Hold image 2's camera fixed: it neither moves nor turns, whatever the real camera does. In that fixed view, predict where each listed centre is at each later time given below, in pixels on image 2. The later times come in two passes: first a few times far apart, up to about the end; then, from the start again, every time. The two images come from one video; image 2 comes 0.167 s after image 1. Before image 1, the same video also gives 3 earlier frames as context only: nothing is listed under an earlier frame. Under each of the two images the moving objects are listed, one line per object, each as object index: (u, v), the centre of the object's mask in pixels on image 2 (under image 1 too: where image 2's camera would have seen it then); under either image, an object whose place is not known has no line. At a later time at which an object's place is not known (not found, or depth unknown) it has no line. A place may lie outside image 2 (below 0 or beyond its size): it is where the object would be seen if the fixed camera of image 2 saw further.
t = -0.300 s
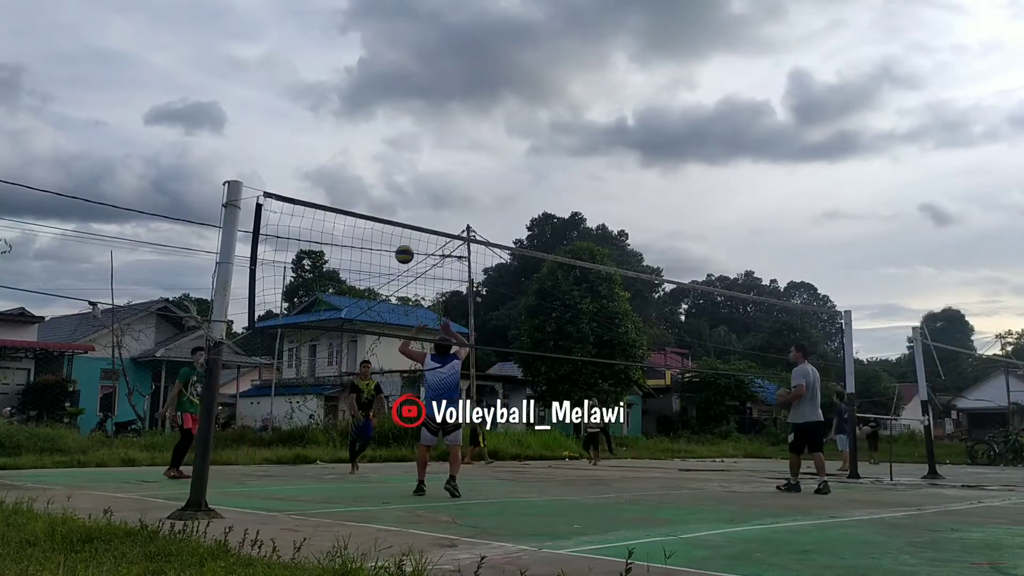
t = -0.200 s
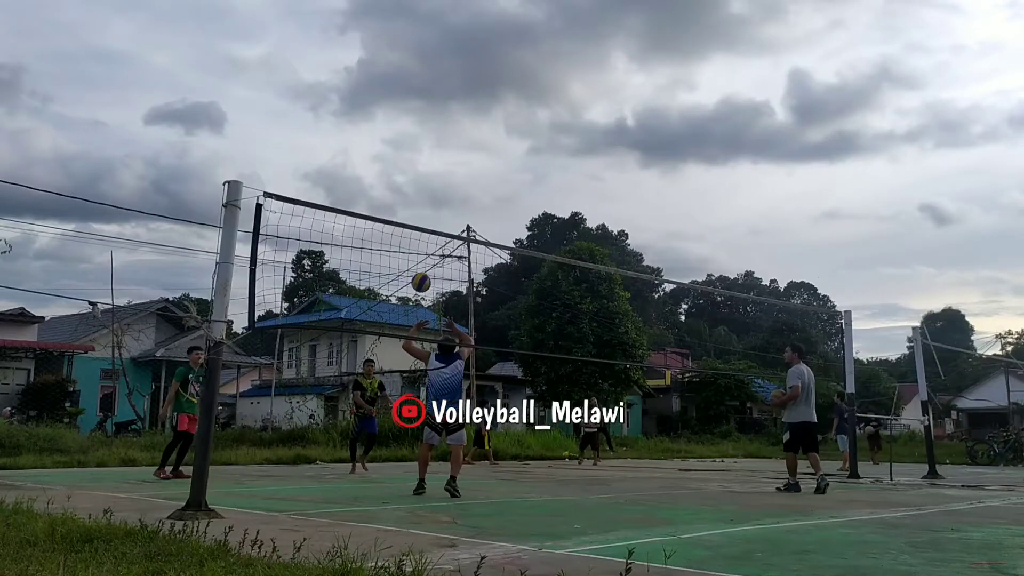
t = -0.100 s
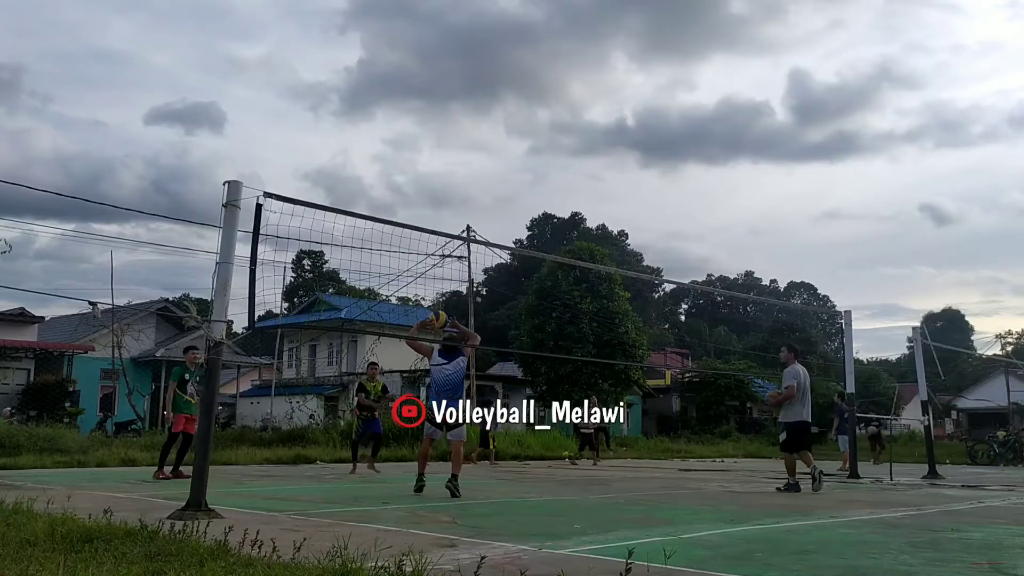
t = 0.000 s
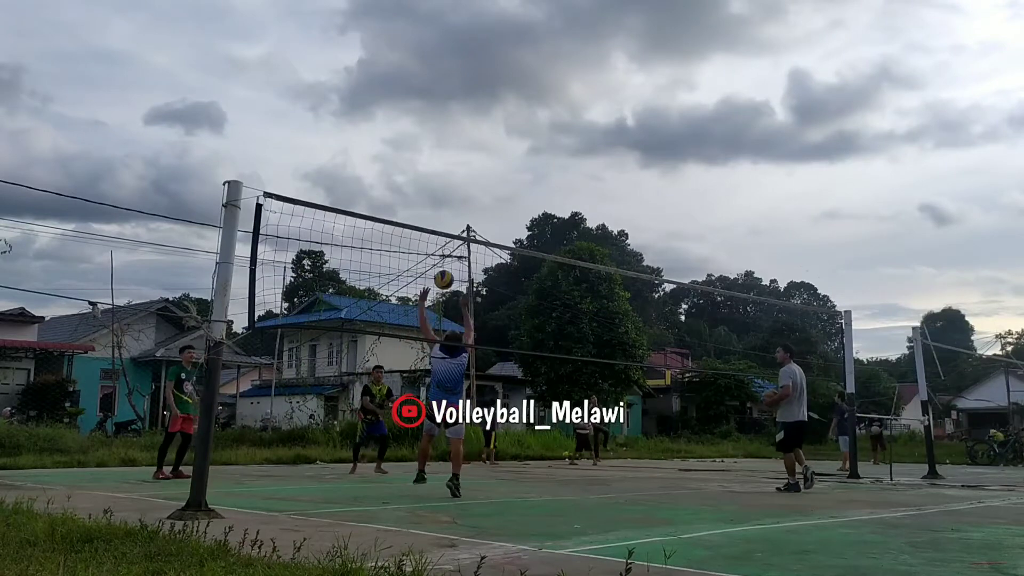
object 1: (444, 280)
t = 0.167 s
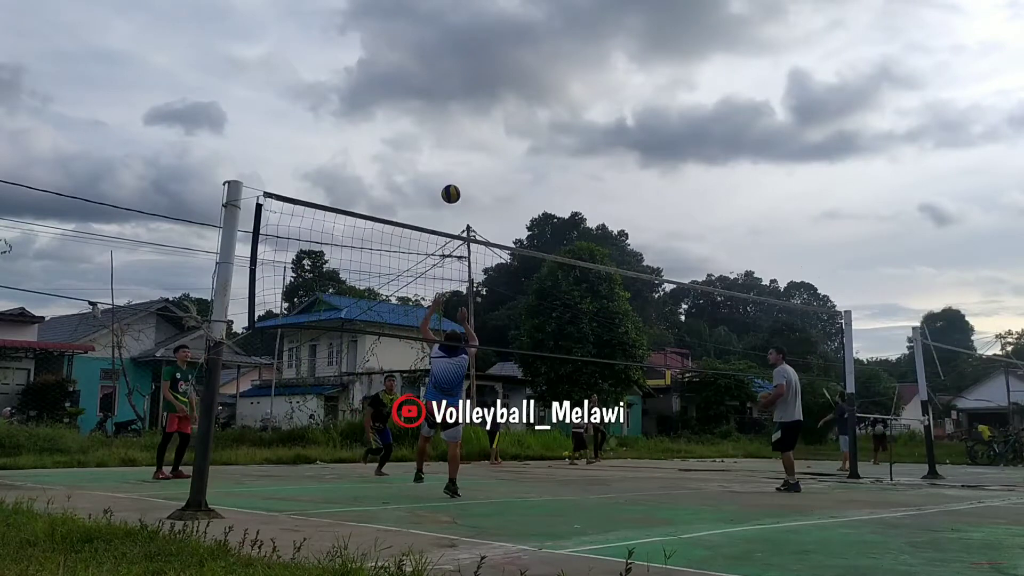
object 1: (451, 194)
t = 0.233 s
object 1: (453, 168)
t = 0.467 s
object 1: (461, 113)
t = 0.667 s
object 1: (467, 103)
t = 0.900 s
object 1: (473, 133)
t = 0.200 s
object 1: (452, 181)
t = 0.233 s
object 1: (453, 168)
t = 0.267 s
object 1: (454, 157)
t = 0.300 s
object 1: (455, 147)
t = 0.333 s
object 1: (457, 138)
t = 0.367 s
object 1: (458, 130)
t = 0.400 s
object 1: (459, 123)
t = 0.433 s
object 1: (460, 118)
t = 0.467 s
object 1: (461, 113)
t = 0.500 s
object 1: (462, 109)
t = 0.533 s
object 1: (463, 106)
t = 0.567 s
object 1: (464, 104)
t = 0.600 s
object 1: (465, 103)
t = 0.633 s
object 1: (466, 103)
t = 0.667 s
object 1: (467, 103)
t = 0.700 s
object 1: (468, 105)
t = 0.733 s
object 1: (469, 108)
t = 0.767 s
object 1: (470, 111)
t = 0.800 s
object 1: (471, 115)
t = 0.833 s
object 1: (472, 120)
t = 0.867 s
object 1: (472, 126)
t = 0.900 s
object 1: (473, 133)
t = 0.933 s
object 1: (474, 140)
